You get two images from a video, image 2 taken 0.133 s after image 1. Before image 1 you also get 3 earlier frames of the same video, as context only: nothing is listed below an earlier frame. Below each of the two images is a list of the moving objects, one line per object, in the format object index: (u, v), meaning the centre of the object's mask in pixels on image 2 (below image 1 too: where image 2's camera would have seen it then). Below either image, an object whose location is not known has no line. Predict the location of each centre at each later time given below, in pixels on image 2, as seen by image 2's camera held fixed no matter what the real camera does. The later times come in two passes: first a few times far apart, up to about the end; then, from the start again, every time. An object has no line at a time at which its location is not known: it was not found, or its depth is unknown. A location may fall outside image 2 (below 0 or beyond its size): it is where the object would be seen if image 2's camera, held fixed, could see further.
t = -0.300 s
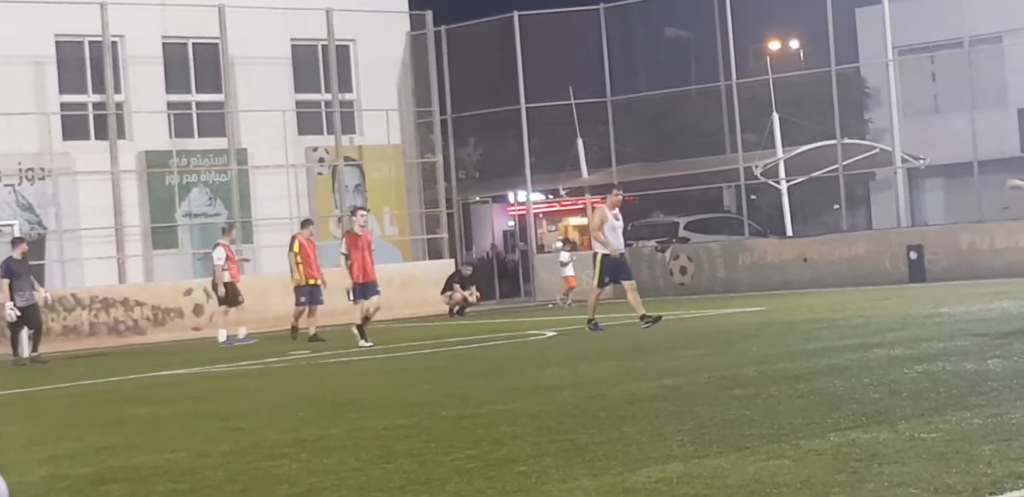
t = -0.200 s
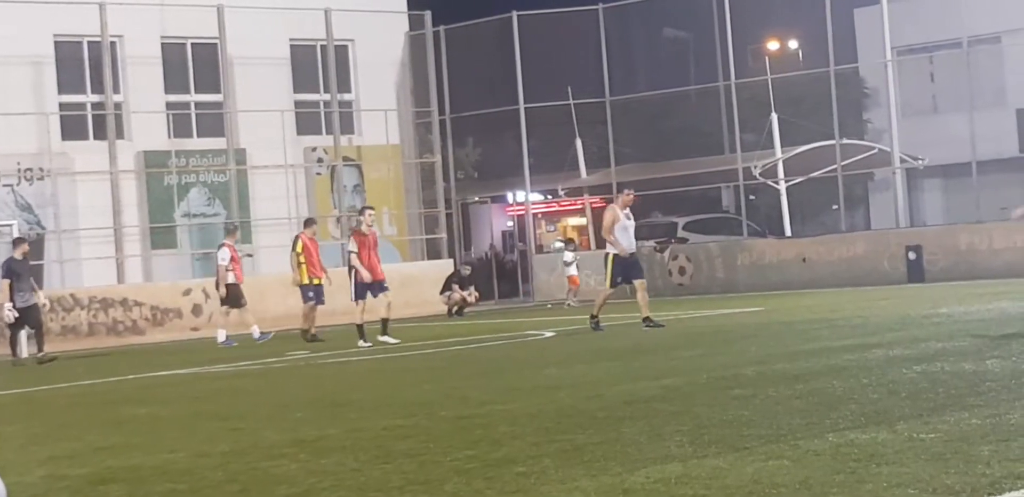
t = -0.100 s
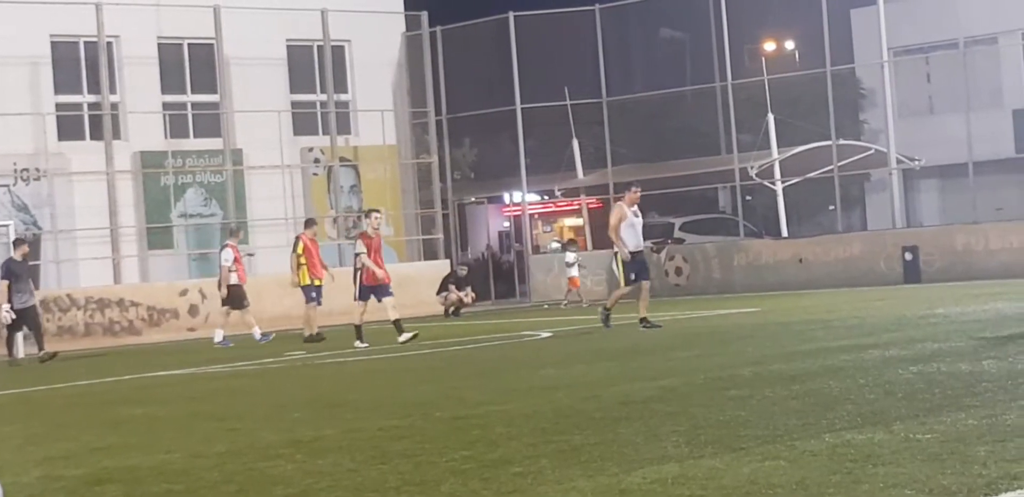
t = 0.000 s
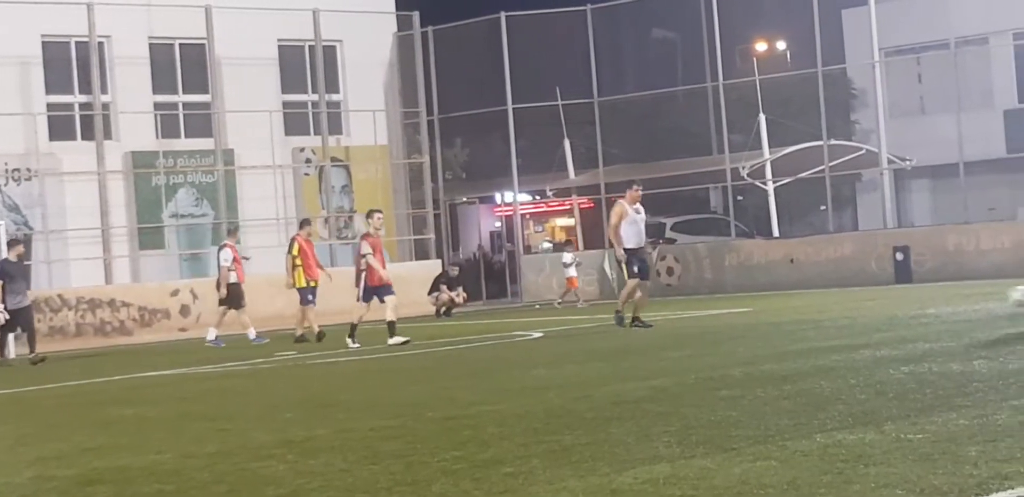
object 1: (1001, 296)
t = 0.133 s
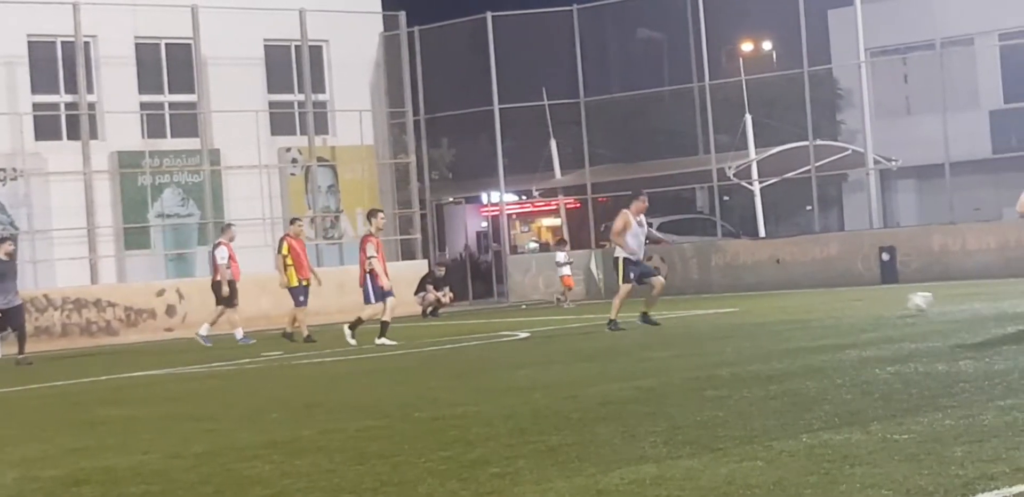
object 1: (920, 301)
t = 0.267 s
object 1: (850, 301)
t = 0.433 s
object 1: (777, 303)
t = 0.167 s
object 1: (901, 300)
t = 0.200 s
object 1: (884, 299)
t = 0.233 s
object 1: (867, 299)
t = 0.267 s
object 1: (850, 301)
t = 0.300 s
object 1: (833, 305)
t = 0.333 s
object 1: (818, 304)
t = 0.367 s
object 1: (805, 303)
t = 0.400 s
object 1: (790, 302)
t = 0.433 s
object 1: (777, 303)
